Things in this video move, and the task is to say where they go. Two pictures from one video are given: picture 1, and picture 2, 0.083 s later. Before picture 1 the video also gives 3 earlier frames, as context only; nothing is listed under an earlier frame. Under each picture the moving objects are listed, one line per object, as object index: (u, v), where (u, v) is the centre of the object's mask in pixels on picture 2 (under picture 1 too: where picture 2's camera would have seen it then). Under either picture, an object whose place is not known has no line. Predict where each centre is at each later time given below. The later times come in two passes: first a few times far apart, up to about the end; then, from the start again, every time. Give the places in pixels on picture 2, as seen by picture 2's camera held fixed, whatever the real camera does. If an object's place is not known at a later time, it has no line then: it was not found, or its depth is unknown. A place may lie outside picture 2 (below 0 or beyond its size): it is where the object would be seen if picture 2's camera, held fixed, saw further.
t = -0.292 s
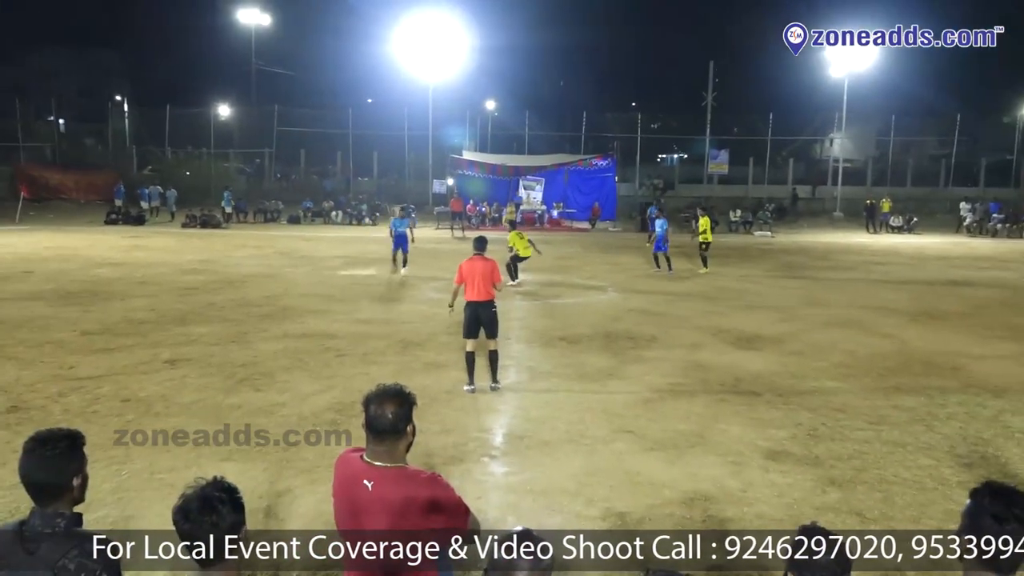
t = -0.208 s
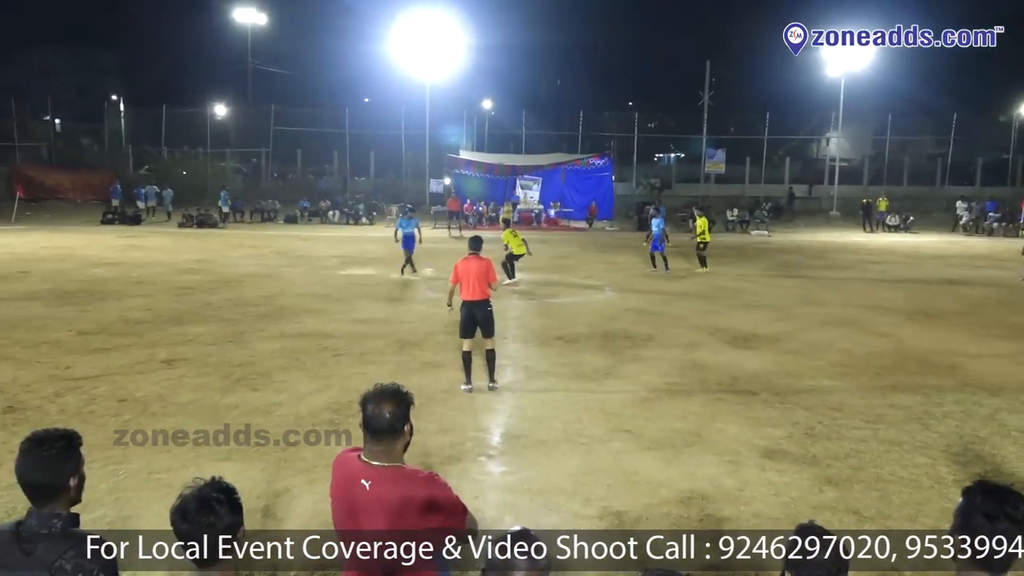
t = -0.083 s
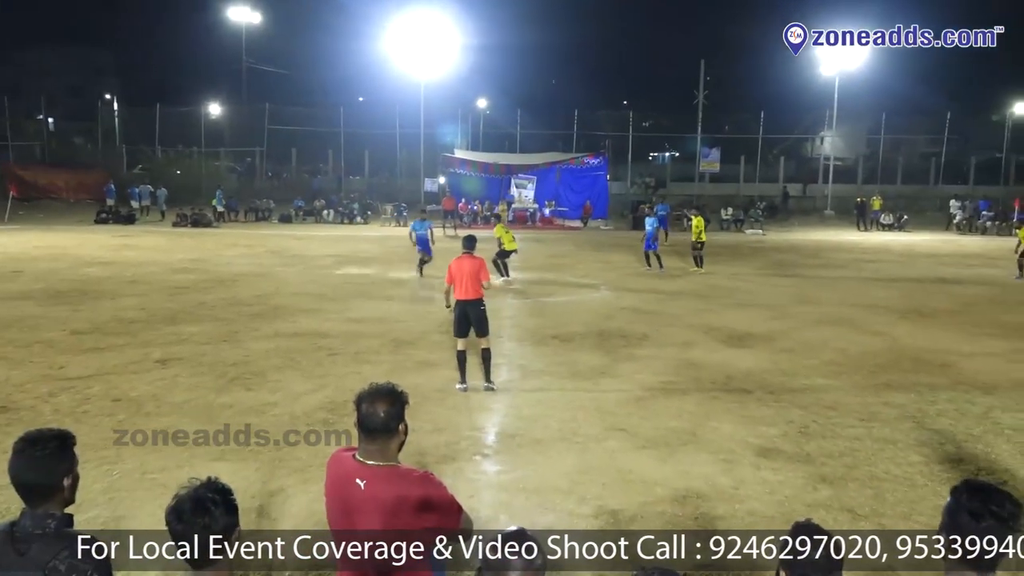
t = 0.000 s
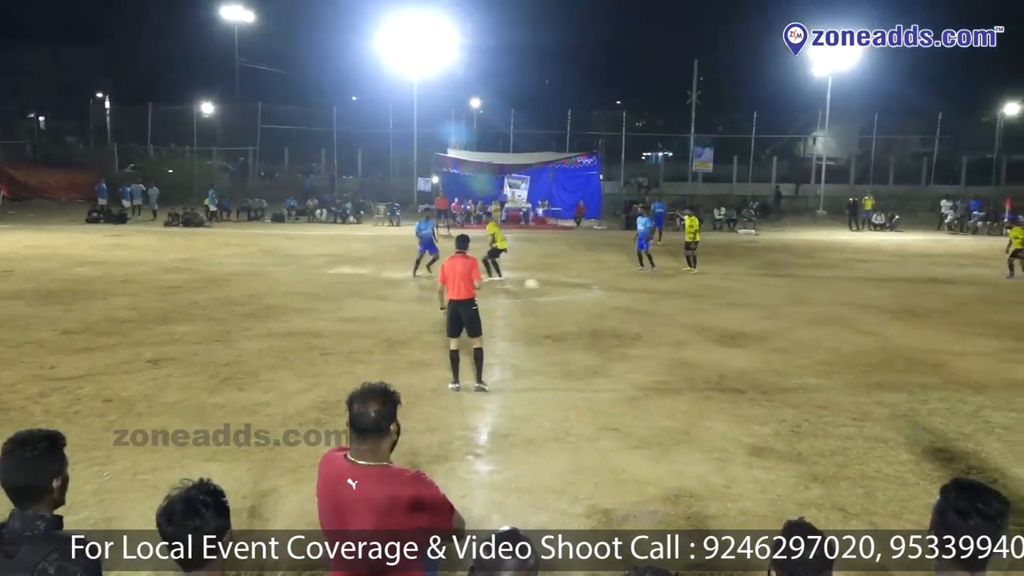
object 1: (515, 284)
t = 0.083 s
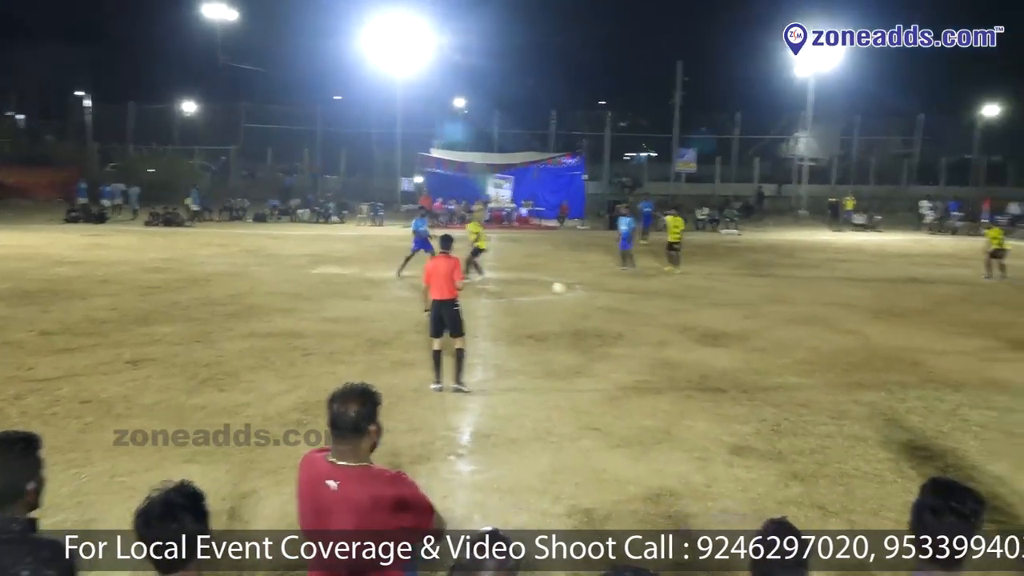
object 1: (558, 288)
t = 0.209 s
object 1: (630, 301)
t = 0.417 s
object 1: (764, 317)
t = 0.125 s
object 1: (581, 290)
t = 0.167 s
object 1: (605, 296)
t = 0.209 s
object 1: (630, 301)
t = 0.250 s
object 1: (653, 302)
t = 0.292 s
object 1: (676, 303)
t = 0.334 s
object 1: (713, 307)
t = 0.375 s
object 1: (738, 312)
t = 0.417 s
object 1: (764, 317)
